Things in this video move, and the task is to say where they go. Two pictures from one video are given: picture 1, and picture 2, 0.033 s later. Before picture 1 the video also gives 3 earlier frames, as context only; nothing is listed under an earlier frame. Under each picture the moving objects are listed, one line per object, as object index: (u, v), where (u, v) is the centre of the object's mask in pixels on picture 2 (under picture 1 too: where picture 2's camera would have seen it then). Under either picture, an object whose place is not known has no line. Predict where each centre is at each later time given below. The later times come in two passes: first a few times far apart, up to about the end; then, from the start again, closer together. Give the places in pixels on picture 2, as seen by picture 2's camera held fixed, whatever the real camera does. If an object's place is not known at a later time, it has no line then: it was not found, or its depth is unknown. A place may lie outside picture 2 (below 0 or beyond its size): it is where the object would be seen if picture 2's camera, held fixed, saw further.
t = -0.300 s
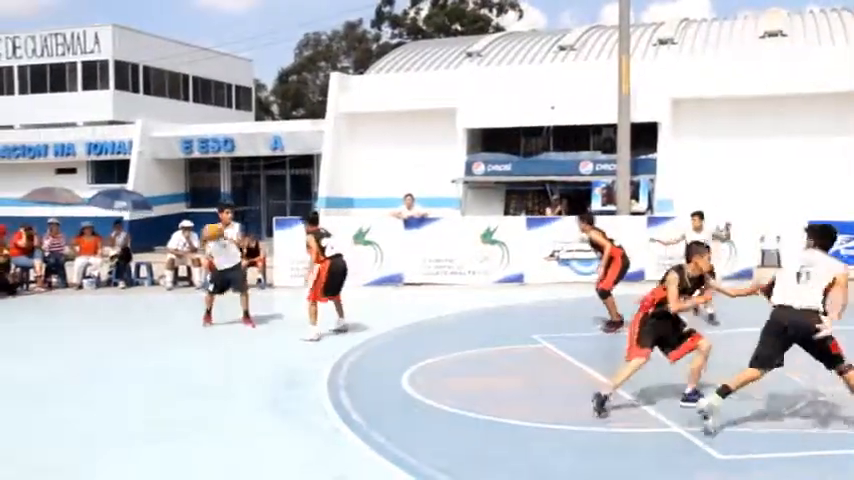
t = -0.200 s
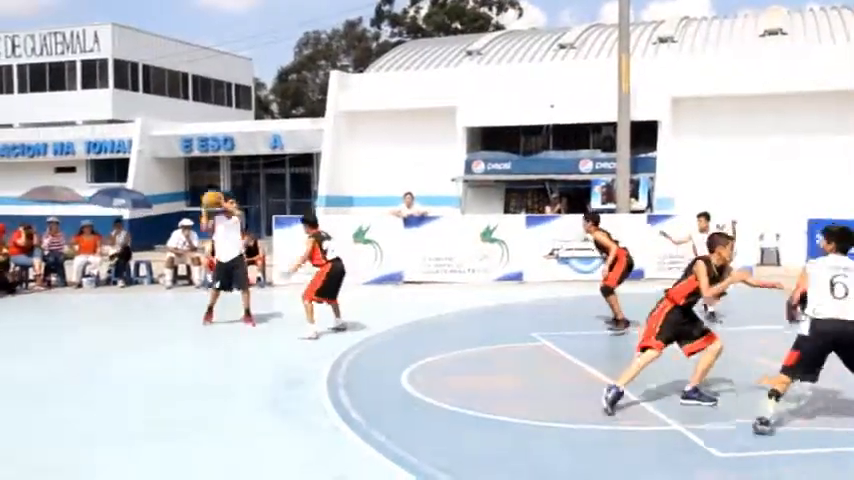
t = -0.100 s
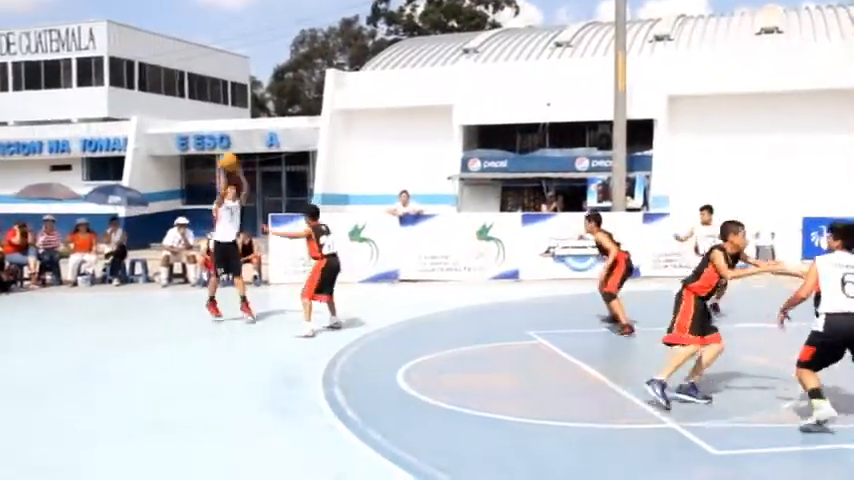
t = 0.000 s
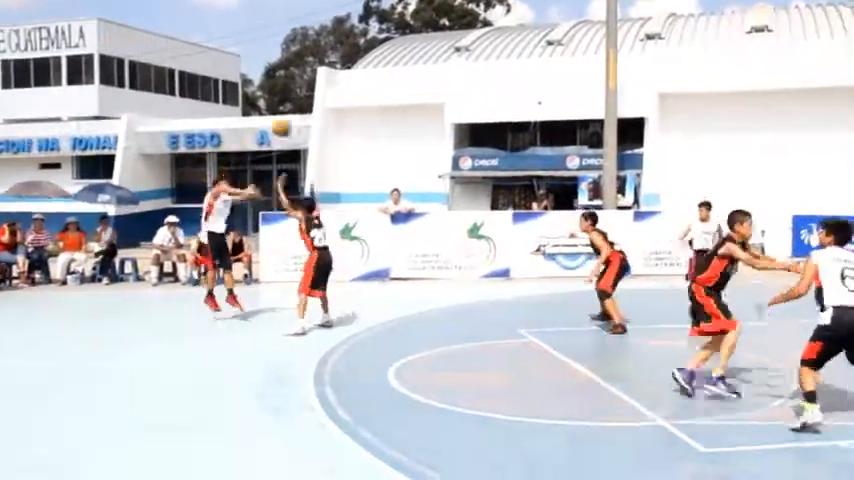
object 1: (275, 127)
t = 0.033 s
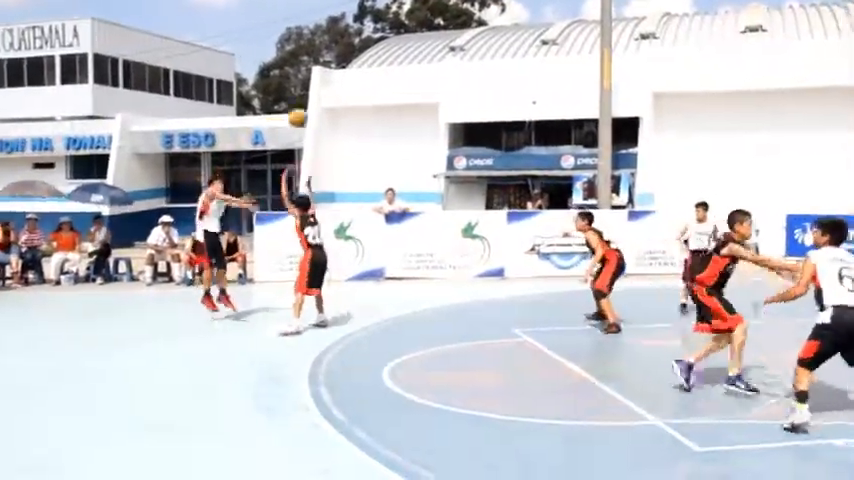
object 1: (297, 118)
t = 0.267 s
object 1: (472, 74)
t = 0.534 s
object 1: (719, 78)
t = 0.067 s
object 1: (321, 109)
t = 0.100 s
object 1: (344, 103)
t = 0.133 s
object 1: (368, 94)
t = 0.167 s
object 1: (393, 88)
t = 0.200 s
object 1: (419, 82)
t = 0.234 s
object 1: (445, 77)
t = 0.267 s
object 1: (472, 74)
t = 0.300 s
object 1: (500, 69)
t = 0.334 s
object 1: (529, 66)
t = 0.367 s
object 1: (558, 65)
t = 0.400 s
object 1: (590, 66)
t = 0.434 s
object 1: (621, 67)
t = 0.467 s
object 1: (653, 68)
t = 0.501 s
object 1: (685, 73)
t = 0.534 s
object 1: (719, 78)
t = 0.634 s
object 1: (822, 100)
